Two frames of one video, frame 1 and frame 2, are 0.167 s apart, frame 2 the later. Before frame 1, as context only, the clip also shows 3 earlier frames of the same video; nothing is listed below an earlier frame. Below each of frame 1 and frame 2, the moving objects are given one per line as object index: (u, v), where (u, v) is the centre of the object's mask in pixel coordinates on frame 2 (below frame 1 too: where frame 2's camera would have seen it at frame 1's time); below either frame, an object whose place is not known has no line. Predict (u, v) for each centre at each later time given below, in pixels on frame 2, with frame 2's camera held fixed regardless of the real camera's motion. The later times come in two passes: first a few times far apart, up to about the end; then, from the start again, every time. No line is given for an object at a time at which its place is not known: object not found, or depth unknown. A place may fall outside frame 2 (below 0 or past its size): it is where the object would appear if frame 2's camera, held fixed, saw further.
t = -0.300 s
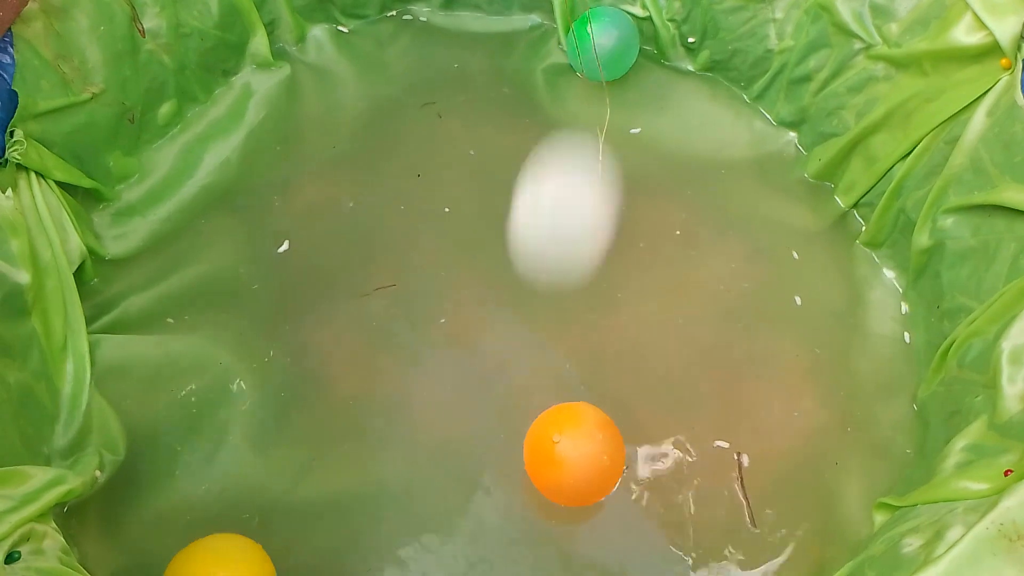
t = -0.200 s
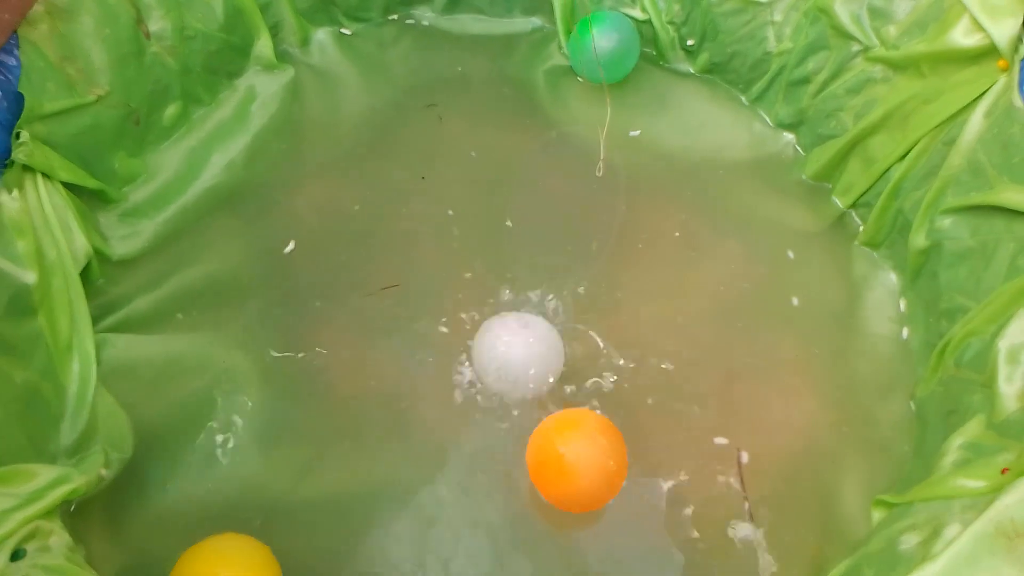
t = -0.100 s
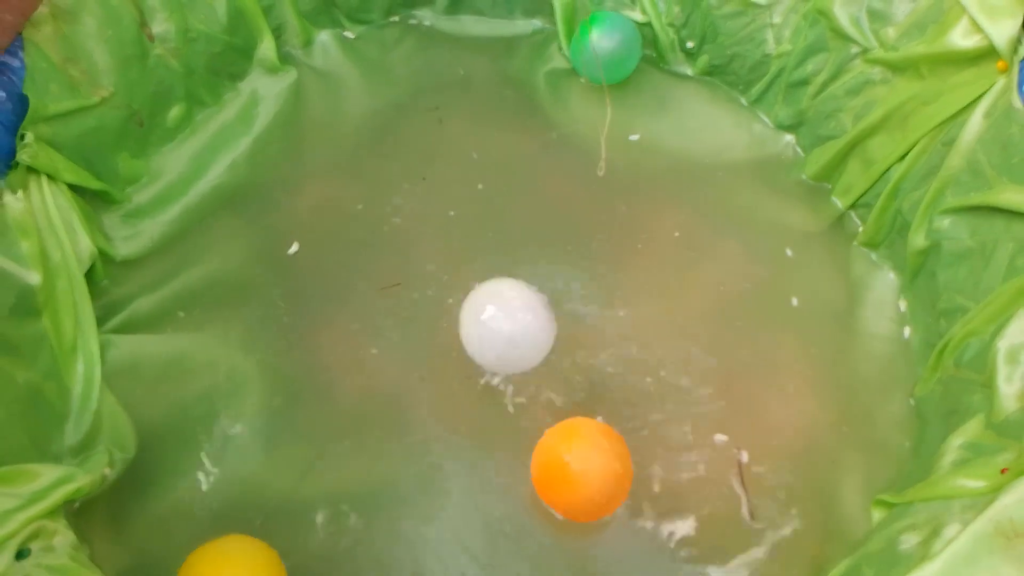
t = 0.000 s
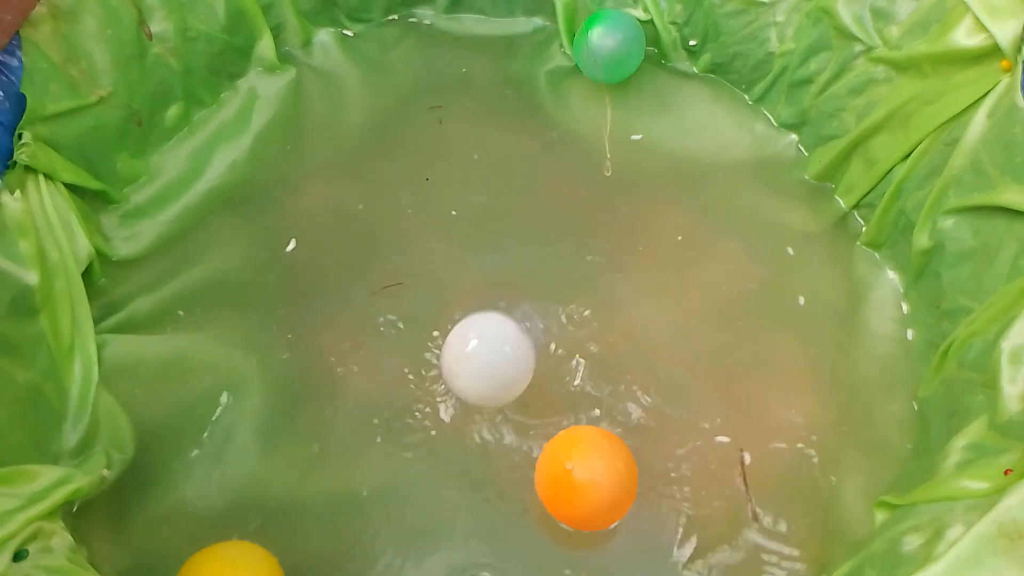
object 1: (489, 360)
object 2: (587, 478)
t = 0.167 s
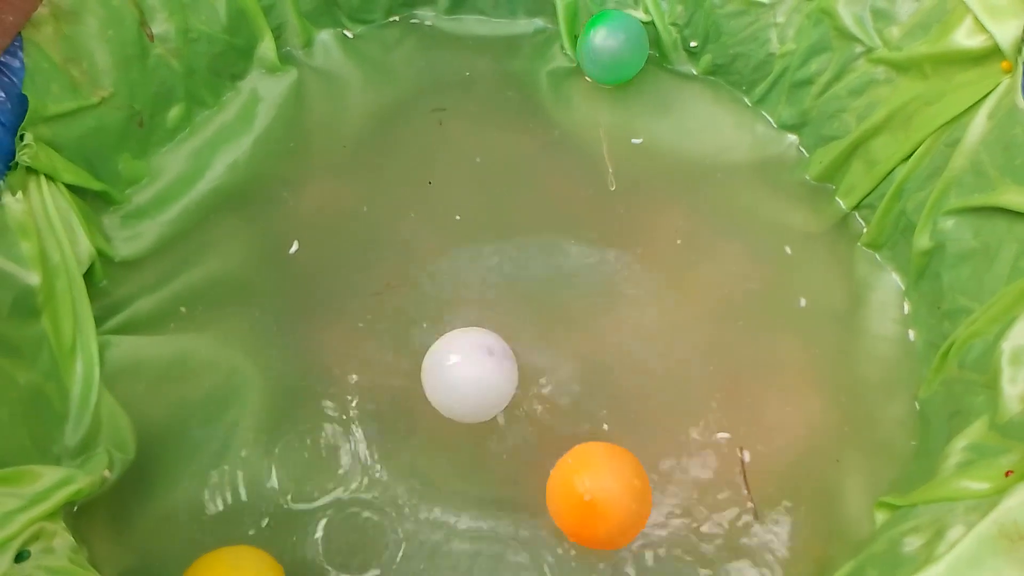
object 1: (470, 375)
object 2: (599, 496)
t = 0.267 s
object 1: (454, 386)
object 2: (605, 508)
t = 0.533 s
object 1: (434, 403)
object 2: (623, 530)
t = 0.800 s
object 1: (416, 419)
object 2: (639, 543)
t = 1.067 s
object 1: (398, 432)
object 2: (651, 548)
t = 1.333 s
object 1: (382, 441)
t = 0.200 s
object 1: (464, 378)
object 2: (602, 501)
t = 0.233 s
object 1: (458, 382)
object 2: (604, 505)
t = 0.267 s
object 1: (454, 386)
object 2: (605, 508)
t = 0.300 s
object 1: (450, 389)
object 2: (605, 510)
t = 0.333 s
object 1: (447, 392)
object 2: (606, 511)
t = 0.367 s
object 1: (443, 394)
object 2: (607, 513)
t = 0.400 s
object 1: (440, 396)
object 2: (610, 515)
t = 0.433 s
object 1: (438, 398)
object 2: (613, 520)
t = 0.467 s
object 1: (437, 400)
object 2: (617, 525)
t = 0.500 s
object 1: (436, 402)
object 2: (621, 528)
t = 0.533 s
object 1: (434, 403)
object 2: (623, 530)
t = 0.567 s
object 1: (431, 406)
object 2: (624, 532)
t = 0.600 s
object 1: (428, 407)
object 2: (625, 533)
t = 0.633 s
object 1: (426, 410)
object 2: (626, 534)
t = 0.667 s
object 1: (424, 412)
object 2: (628, 536)
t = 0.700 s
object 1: (421, 413)
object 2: (631, 537)
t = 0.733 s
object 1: (420, 416)
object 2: (634, 539)
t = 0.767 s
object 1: (418, 417)
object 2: (637, 541)
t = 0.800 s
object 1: (416, 419)
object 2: (639, 543)
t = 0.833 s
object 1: (413, 420)
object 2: (640, 544)
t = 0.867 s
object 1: (411, 421)
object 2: (641, 544)
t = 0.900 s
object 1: (408, 423)
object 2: (642, 545)
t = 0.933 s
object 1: (406, 424)
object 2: (643, 545)
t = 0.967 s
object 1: (404, 426)
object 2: (645, 545)
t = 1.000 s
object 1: (401, 429)
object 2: (647, 546)
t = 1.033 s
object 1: (399, 431)
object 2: (649, 547)
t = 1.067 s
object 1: (398, 432)
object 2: (651, 548)
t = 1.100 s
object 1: (397, 433)
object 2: (654, 548)
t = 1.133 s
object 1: (395, 434)
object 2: (655, 550)
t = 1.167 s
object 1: (393, 434)
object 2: (656, 550)
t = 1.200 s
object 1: (390, 435)
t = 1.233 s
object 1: (388, 436)
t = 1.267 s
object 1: (385, 438)
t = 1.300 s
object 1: (383, 440)
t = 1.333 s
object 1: (382, 441)
